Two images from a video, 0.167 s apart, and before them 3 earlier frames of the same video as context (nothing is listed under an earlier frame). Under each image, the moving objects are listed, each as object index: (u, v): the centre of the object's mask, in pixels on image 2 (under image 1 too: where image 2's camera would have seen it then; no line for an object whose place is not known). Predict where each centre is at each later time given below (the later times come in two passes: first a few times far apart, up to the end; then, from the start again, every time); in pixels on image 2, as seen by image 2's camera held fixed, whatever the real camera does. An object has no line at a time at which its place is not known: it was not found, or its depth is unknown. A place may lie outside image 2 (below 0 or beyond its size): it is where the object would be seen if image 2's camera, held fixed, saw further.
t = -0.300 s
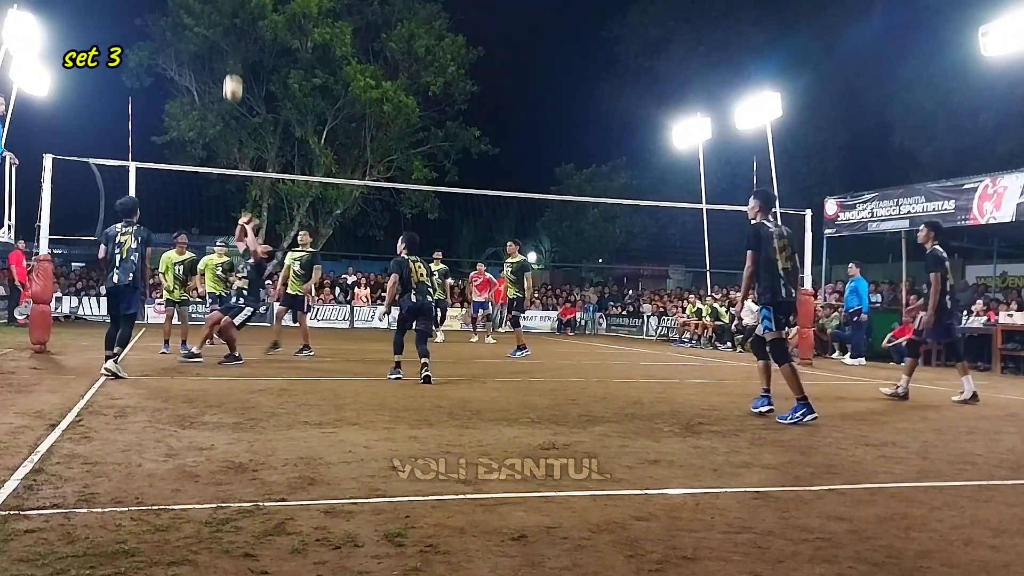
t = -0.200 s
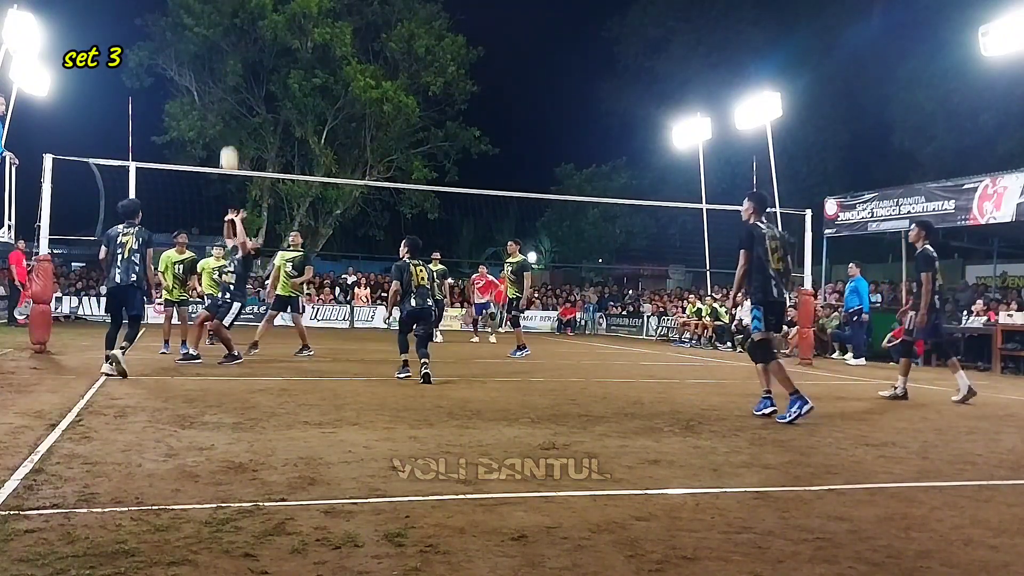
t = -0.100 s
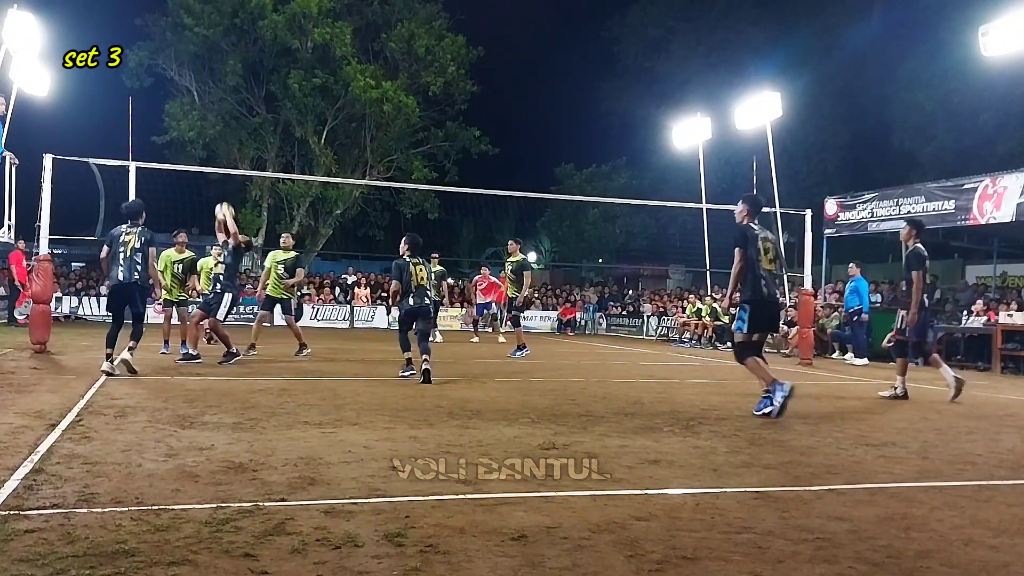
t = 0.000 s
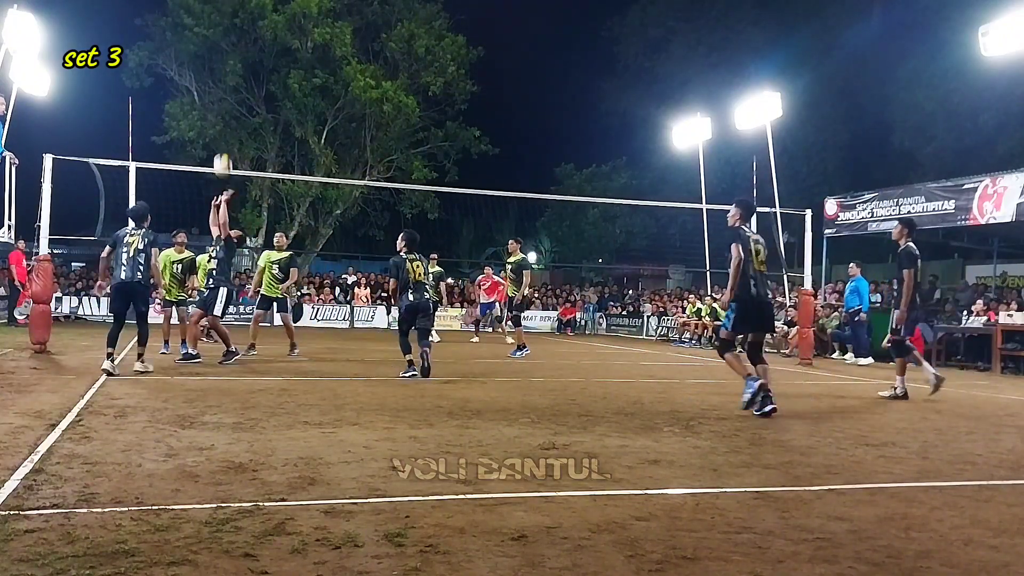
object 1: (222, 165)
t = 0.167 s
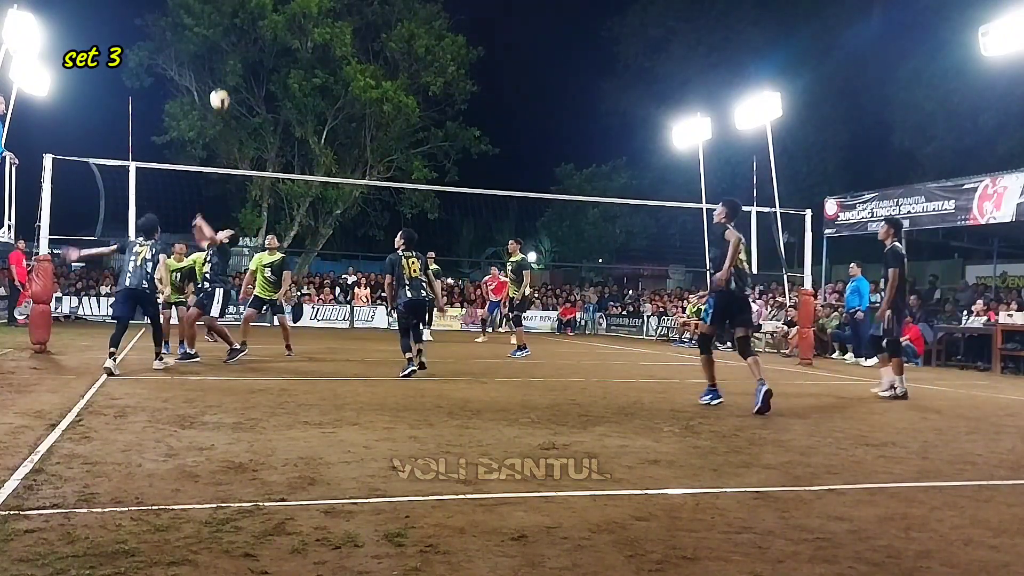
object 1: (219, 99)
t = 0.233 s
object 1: (218, 80)
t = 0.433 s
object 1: (214, 43)
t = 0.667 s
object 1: (209, 41)
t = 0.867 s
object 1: (202, 75)
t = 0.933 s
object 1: (199, 93)
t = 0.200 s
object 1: (219, 89)
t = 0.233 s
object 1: (218, 80)
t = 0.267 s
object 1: (218, 71)
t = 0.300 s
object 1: (217, 64)
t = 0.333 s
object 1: (216, 57)
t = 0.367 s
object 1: (216, 52)
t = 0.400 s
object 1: (215, 47)
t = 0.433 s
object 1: (214, 43)
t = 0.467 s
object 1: (214, 40)
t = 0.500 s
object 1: (213, 38)
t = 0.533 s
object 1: (212, 37)
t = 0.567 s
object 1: (211, 37)
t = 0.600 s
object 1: (211, 38)
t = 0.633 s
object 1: (210, 39)
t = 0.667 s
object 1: (209, 41)
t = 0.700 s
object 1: (208, 45)
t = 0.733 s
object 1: (206, 49)
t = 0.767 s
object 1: (205, 54)
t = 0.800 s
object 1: (204, 60)
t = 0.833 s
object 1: (203, 67)
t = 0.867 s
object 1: (202, 75)
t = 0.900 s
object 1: (201, 84)
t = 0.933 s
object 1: (199, 93)
